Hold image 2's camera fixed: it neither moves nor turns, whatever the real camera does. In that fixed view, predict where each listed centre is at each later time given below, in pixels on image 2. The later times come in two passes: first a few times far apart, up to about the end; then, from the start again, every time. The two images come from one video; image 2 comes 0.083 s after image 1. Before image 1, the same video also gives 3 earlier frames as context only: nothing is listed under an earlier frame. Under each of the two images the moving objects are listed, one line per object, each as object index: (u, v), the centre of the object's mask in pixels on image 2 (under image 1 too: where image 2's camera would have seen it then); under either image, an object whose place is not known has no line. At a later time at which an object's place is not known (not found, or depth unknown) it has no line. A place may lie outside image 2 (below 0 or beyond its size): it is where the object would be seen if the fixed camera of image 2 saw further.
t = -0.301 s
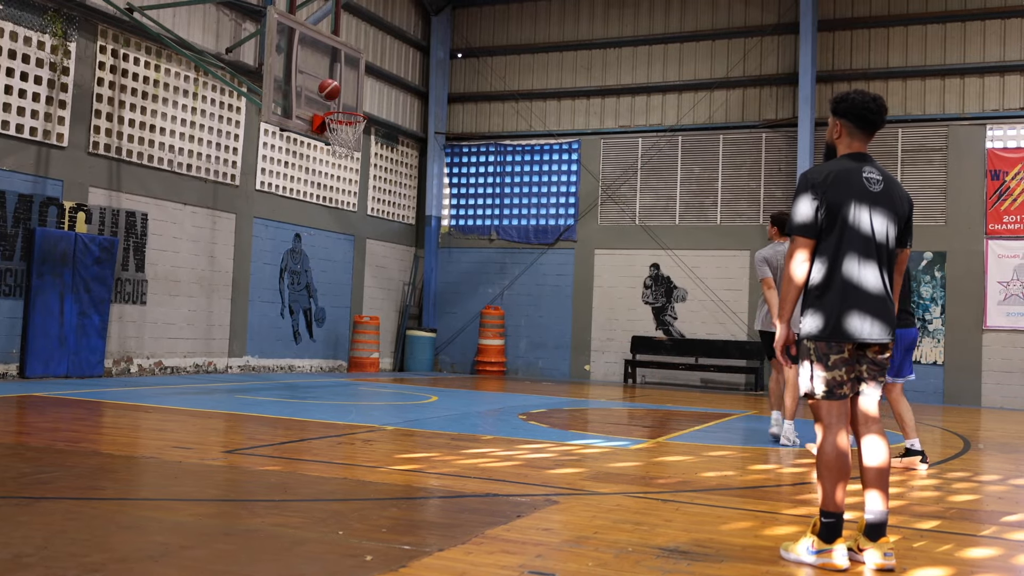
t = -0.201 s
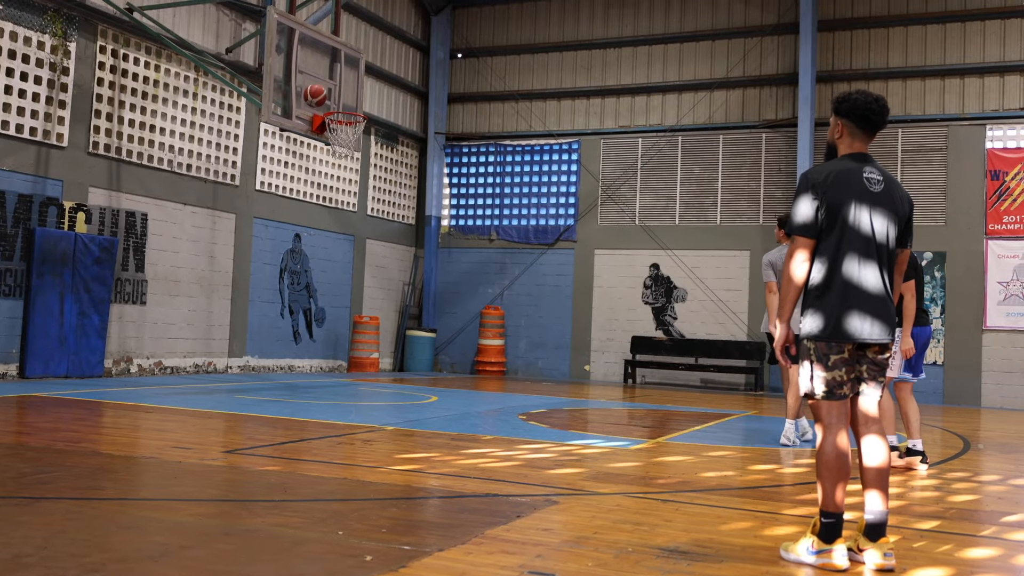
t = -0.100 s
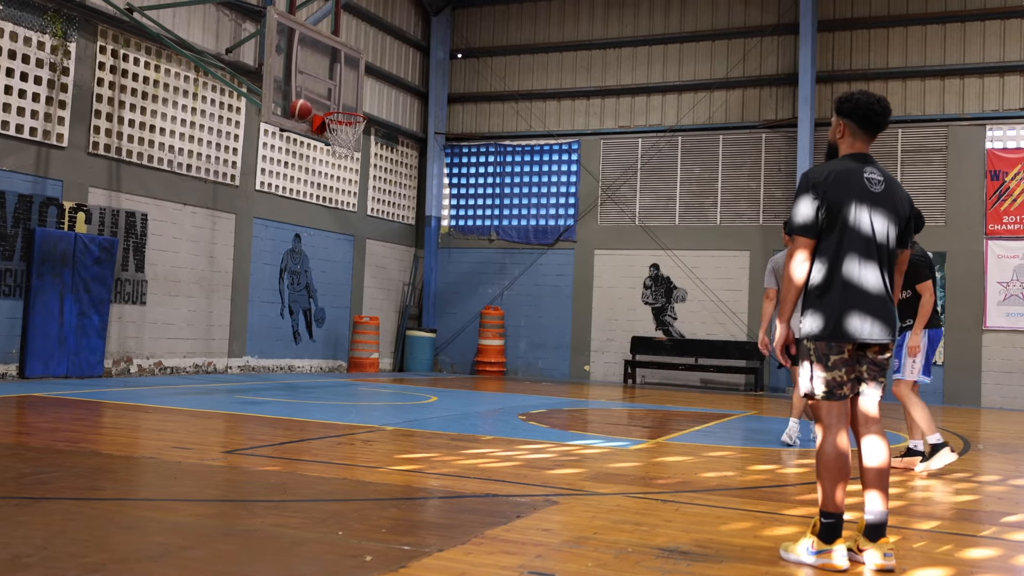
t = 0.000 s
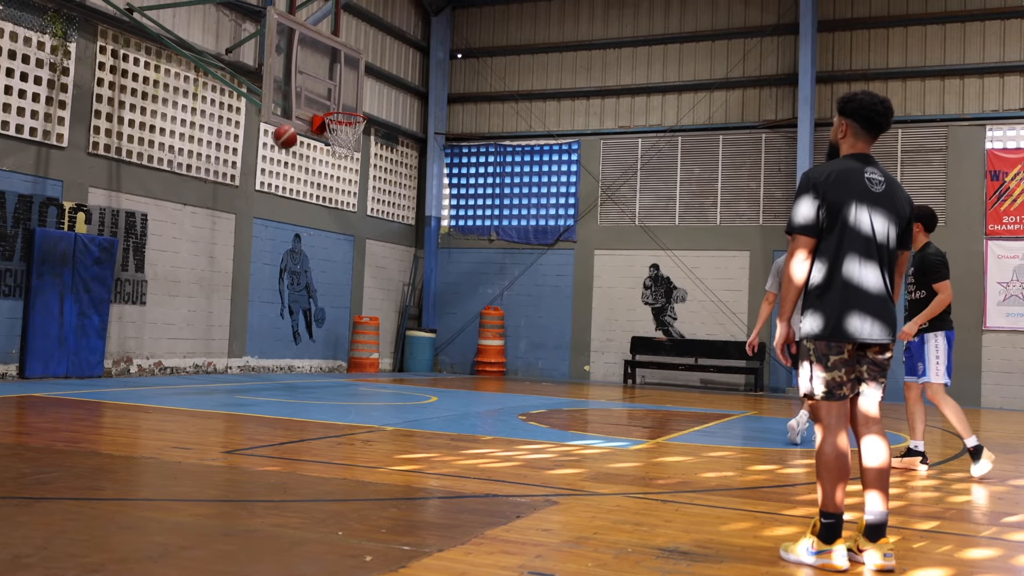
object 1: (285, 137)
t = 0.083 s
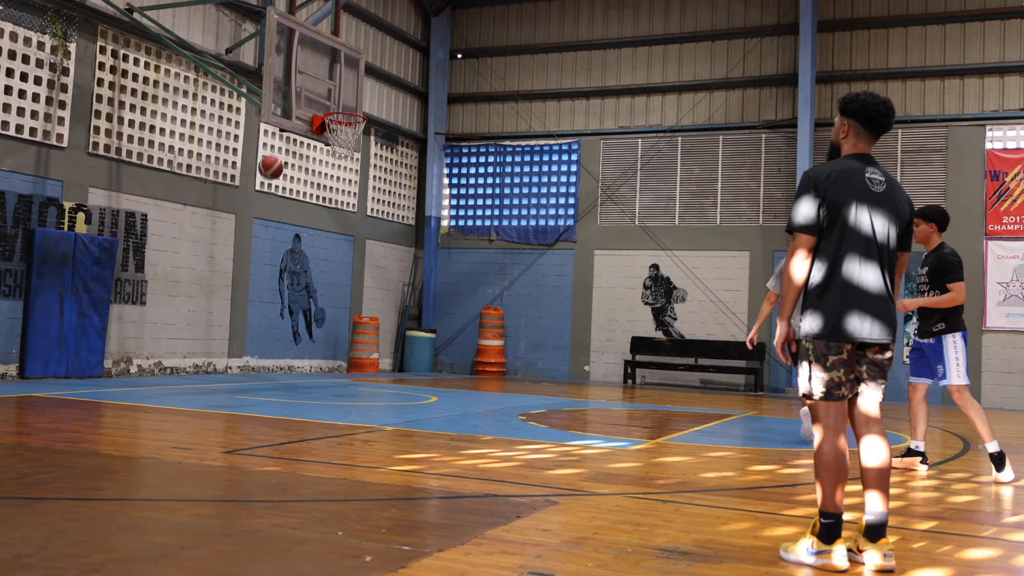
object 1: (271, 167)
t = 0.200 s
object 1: (250, 223)
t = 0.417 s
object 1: (206, 376)
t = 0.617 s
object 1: (195, 306)
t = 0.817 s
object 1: (187, 235)
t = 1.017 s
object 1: (175, 208)
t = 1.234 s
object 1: (158, 233)
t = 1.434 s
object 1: (137, 314)
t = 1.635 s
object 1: (115, 390)
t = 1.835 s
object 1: (101, 317)
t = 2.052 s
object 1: (80, 300)
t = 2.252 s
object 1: (54, 349)
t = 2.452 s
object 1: (23, 412)
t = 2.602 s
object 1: (1, 369)
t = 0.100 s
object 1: (268, 174)
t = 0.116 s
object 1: (265, 182)
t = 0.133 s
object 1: (262, 189)
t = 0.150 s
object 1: (259, 197)
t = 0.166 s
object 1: (256, 205)
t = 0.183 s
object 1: (253, 214)
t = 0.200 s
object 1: (250, 223)
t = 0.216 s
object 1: (247, 232)
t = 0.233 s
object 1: (244, 242)
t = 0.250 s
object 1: (240, 252)
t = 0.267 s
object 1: (237, 263)
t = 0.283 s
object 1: (234, 274)
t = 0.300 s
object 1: (231, 285)
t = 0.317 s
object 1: (227, 297)
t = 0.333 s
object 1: (224, 309)
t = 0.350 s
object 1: (220, 321)
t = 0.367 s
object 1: (217, 335)
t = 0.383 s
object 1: (213, 348)
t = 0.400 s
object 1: (209, 362)
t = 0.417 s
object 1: (206, 376)
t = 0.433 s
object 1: (202, 391)
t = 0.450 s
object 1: (200, 396)
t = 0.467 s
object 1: (200, 386)
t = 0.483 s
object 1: (199, 376)
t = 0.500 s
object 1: (199, 366)
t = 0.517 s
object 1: (198, 357)
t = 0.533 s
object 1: (198, 348)
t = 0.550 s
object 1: (197, 339)
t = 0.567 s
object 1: (197, 330)
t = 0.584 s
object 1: (196, 322)
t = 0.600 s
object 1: (196, 314)
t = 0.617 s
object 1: (195, 306)
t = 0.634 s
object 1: (194, 299)
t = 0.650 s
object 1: (194, 291)
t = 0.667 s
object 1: (194, 285)
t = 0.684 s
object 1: (193, 278)
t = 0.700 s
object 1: (192, 272)
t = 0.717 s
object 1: (192, 265)
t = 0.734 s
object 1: (191, 260)
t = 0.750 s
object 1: (190, 254)
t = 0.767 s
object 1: (189, 249)
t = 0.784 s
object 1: (188, 244)
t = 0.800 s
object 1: (188, 239)
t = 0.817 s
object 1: (187, 235)
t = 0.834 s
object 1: (186, 231)
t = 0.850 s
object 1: (185, 227)
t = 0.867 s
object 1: (184, 224)
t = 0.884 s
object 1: (183, 221)
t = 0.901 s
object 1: (182, 218)
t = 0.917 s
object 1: (181, 216)
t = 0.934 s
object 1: (180, 213)
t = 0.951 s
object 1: (179, 211)
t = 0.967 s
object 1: (178, 210)
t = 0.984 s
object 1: (177, 209)
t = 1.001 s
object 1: (176, 208)
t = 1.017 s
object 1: (175, 208)
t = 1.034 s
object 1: (174, 208)
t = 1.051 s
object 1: (173, 208)
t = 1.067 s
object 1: (171, 208)
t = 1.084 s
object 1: (170, 209)
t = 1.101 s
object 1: (169, 210)
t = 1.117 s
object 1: (167, 212)
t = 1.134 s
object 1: (166, 214)
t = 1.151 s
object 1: (164, 216)
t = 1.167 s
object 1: (163, 219)
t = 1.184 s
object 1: (162, 222)
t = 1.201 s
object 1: (160, 225)
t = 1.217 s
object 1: (159, 229)
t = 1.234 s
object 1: (158, 233)
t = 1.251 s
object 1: (156, 238)
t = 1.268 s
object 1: (155, 243)
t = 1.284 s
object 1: (153, 248)
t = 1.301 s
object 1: (151, 253)
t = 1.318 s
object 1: (149, 260)
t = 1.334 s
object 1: (147, 266)
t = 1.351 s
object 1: (146, 273)
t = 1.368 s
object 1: (144, 281)
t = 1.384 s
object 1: (142, 289)
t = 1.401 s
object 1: (140, 296)
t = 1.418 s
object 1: (138, 305)
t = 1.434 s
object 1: (137, 314)
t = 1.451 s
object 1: (135, 324)
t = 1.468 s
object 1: (133, 334)
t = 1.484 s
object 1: (130, 345)
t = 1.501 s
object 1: (128, 355)
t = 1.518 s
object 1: (126, 367)
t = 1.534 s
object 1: (124, 378)
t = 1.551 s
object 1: (122, 391)
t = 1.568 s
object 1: (120, 403)
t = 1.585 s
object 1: (118, 415)
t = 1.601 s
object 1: (117, 407)
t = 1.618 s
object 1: (116, 398)
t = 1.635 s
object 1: (115, 390)
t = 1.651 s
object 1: (114, 382)
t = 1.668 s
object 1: (113, 374)
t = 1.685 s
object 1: (112, 367)
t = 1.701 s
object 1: (111, 360)
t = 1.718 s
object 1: (110, 353)
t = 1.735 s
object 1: (109, 347)
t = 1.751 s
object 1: (107, 341)
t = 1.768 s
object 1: (106, 336)
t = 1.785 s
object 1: (105, 330)
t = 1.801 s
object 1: (104, 326)
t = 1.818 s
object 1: (102, 321)
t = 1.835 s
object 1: (101, 317)
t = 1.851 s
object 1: (99, 313)
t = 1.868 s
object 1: (98, 310)
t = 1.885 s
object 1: (96, 307)
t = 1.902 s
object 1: (95, 305)
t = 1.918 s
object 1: (93, 303)
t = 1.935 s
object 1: (92, 301)
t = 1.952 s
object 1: (90, 300)
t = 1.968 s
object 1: (89, 299)
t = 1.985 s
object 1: (87, 298)
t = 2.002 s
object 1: (85, 298)
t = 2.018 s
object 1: (83, 298)
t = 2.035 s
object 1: (81, 299)
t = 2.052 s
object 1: (80, 300)
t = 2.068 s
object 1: (77, 301)
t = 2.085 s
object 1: (76, 303)
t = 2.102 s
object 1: (74, 306)
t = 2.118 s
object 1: (72, 309)
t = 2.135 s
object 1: (70, 312)
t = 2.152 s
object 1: (68, 316)
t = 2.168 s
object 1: (65, 320)
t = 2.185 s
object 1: (63, 325)
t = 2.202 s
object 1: (61, 330)
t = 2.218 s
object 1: (59, 336)
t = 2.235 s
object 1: (56, 342)
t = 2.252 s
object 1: (54, 349)
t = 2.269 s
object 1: (52, 356)
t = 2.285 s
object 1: (49, 363)
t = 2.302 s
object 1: (47, 372)
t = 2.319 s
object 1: (43, 380)
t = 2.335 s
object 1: (41, 390)
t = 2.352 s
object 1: (38, 400)
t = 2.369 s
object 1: (35, 411)
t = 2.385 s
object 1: (33, 422)
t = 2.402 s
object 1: (29, 432)
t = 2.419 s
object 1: (28, 427)
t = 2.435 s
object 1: (25, 419)
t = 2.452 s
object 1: (23, 412)
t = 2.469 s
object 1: (21, 406)
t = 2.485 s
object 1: (18, 400)
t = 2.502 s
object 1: (16, 394)
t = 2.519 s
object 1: (14, 389)
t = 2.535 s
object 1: (11, 384)
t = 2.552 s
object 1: (9, 380)
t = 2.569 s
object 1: (6, 376)
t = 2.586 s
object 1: (4, 372)
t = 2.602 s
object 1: (1, 369)
